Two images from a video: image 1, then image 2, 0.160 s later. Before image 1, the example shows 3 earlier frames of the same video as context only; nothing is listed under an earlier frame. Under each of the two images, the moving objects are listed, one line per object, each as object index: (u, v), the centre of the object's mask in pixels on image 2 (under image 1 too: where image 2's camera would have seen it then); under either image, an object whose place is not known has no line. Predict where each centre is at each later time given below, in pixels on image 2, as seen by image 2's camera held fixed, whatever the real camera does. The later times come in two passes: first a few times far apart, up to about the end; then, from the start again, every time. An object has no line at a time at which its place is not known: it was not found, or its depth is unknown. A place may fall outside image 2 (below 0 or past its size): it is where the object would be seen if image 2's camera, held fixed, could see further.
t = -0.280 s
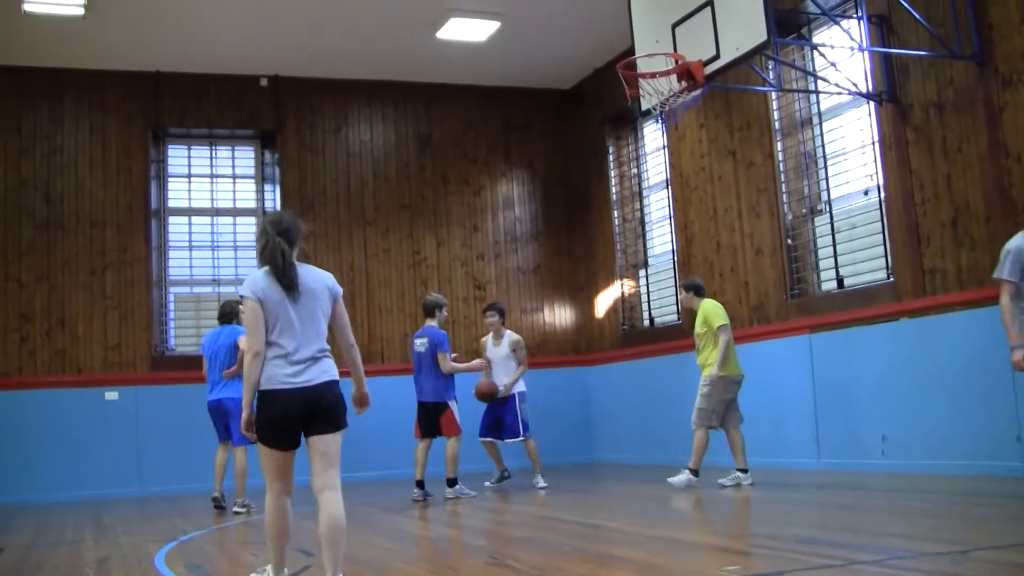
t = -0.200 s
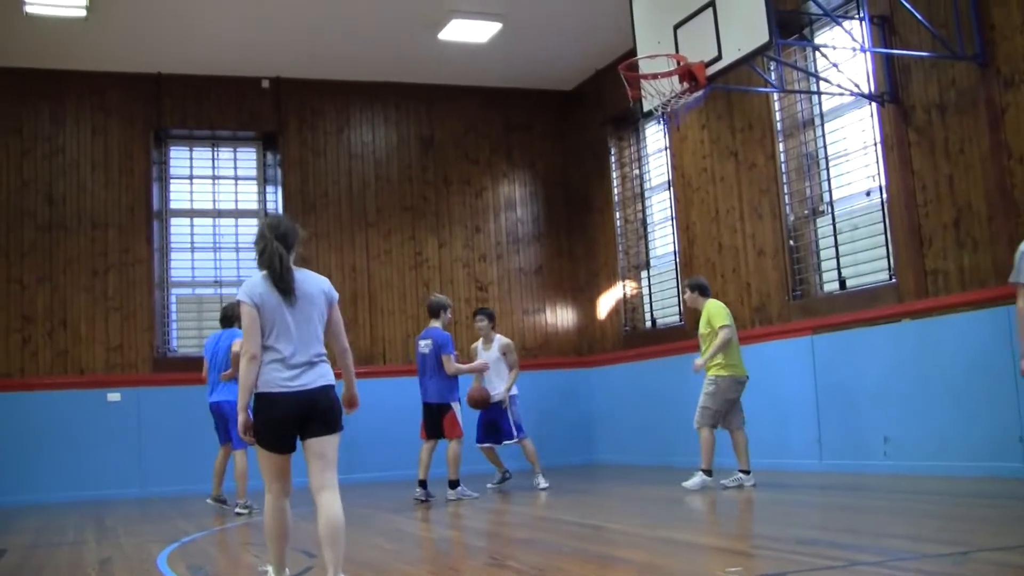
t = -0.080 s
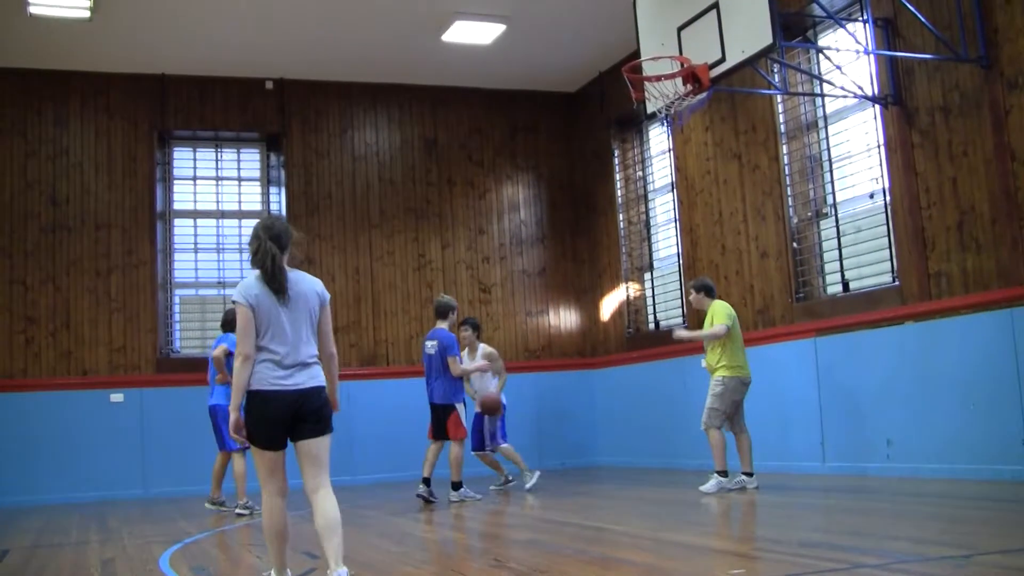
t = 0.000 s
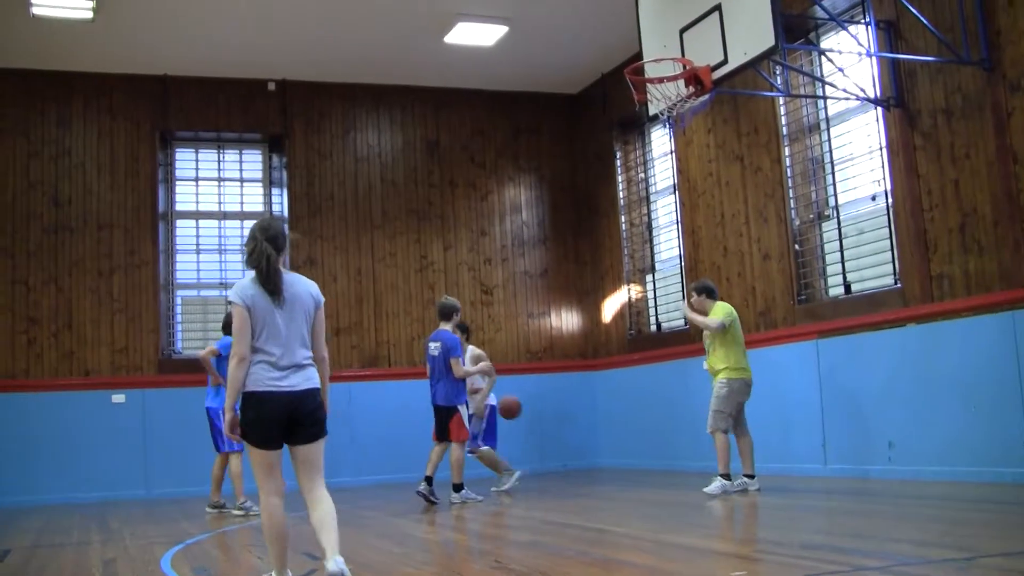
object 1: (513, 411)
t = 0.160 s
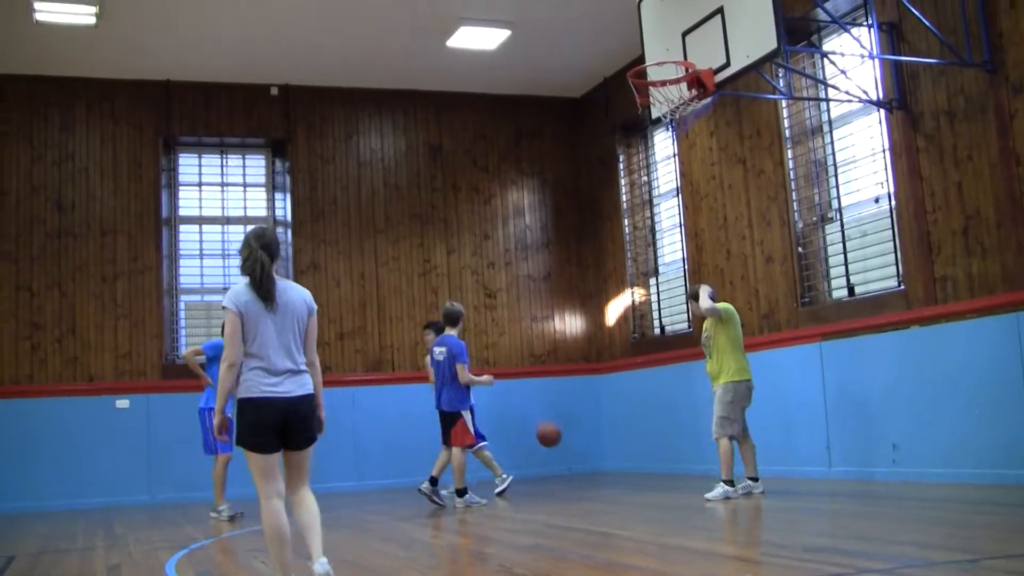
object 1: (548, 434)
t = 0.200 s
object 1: (558, 444)
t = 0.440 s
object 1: (607, 450)
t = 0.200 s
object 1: (558, 444)
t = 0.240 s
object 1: (568, 456)
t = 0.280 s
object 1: (578, 471)
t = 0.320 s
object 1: (587, 483)
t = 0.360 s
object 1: (594, 471)
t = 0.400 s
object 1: (600, 460)
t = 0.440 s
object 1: (607, 450)
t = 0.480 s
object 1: (614, 442)
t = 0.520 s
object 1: (620, 435)
